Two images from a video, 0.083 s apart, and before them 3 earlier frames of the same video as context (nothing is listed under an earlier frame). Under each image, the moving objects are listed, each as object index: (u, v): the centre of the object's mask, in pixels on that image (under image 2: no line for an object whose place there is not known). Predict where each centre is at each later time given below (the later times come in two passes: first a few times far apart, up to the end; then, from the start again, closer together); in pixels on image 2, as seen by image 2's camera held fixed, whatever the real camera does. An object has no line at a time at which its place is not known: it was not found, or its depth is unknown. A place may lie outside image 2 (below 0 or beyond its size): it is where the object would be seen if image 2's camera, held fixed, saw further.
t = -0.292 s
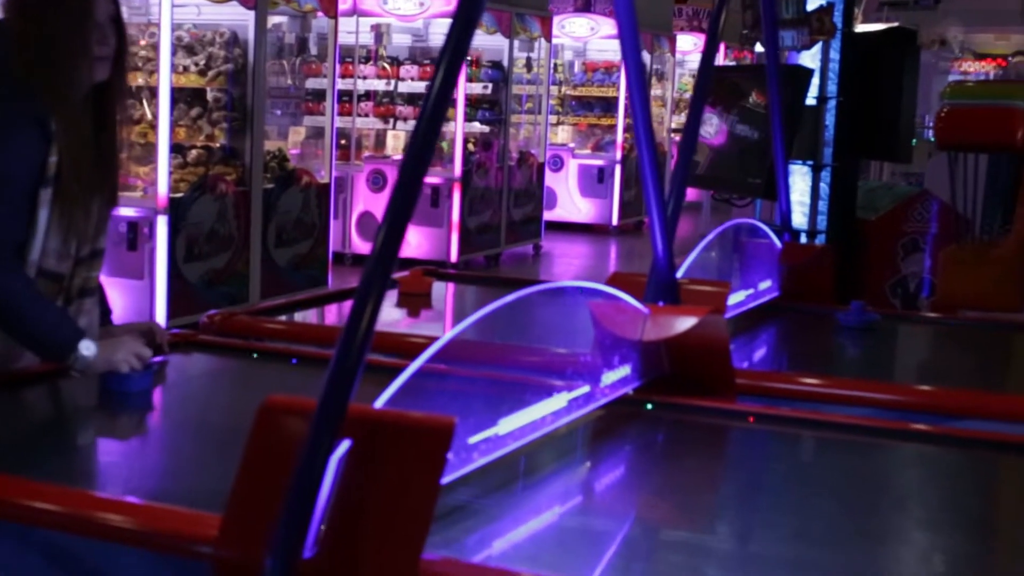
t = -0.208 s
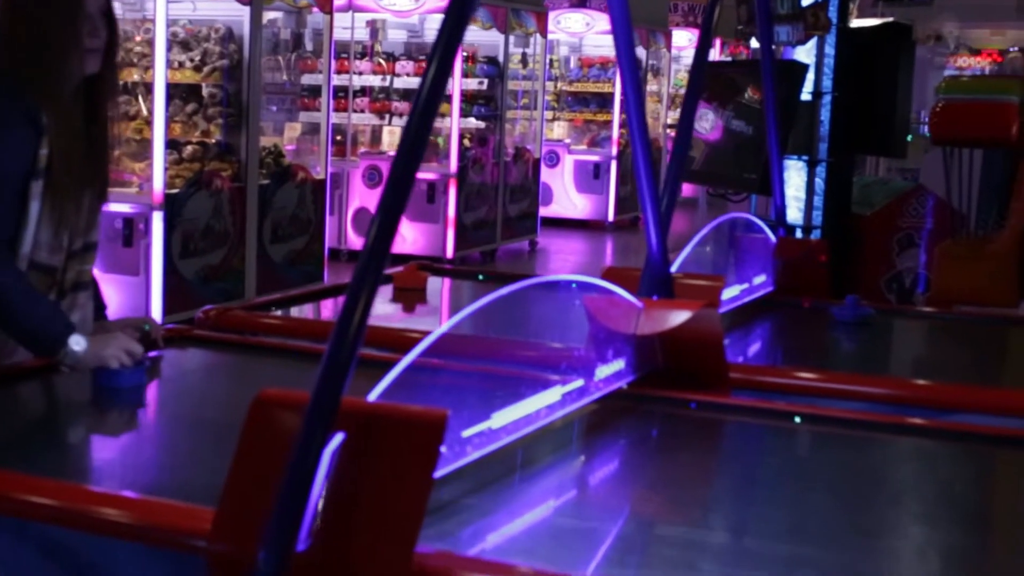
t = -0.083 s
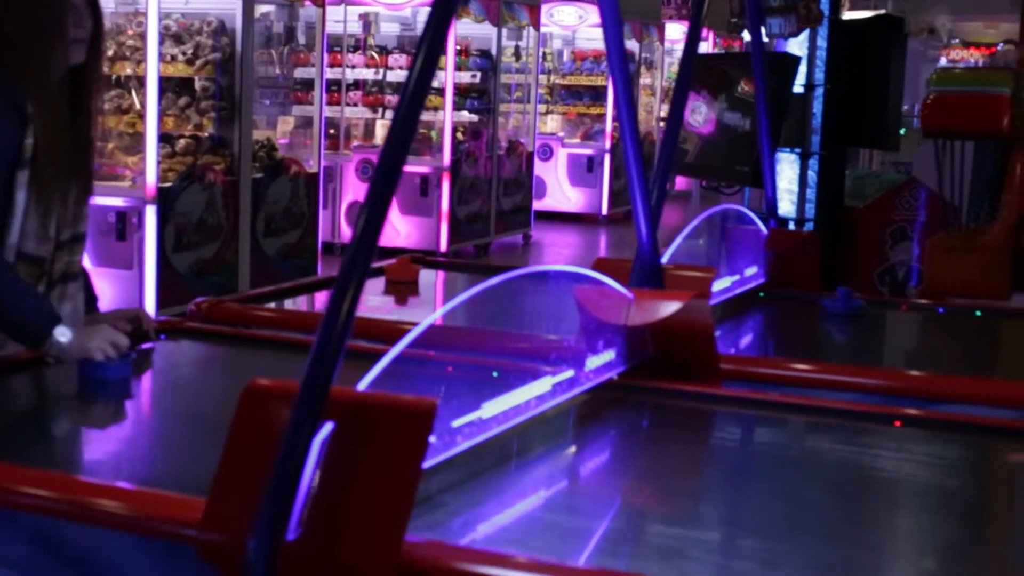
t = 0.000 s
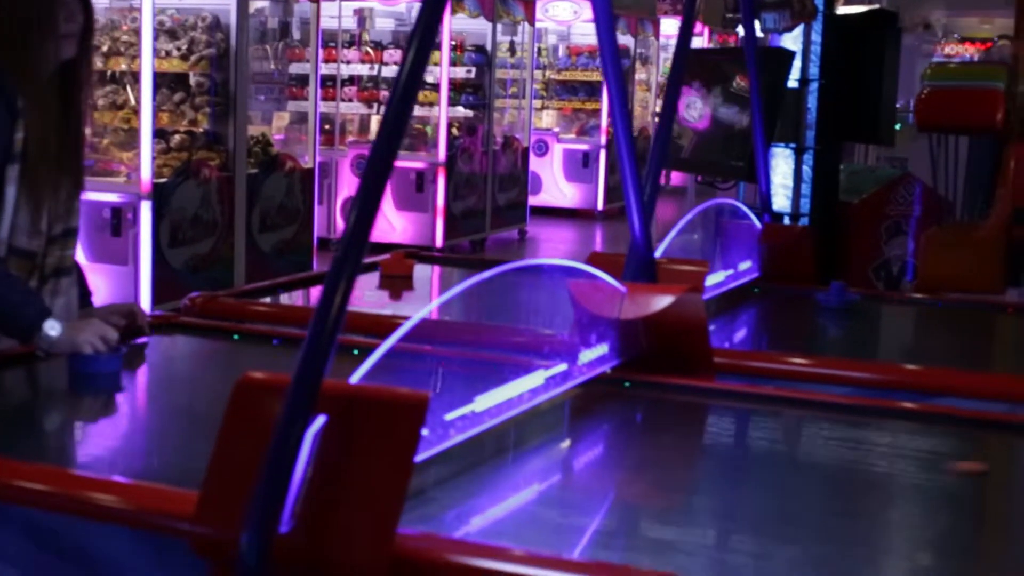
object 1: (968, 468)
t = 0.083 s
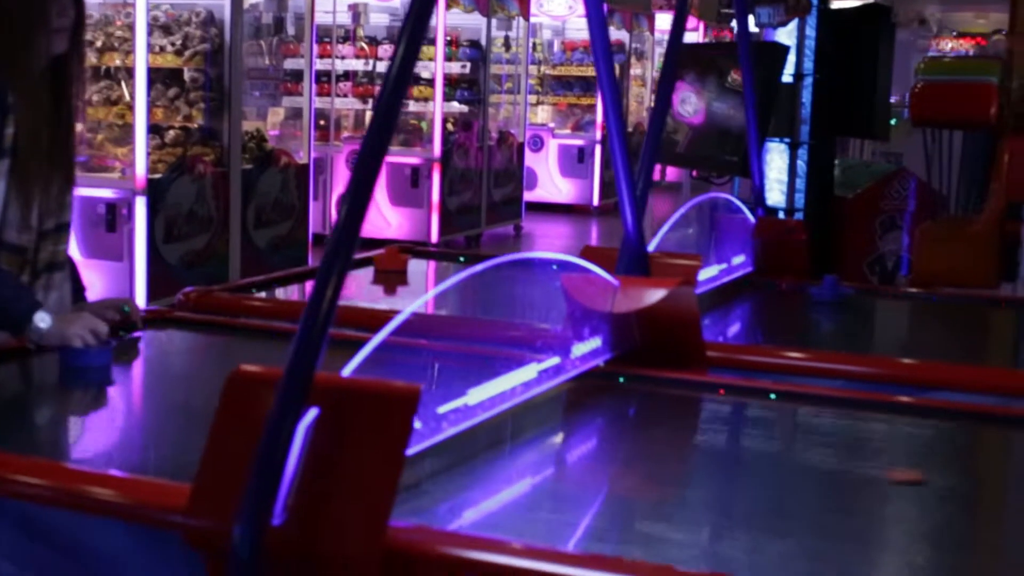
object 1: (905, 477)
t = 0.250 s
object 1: (772, 512)
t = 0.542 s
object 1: (576, 539)
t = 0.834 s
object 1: (554, 487)
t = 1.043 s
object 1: (542, 453)
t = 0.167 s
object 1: (839, 495)
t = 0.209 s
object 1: (806, 504)
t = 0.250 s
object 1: (772, 512)
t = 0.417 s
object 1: (611, 551)
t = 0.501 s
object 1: (583, 545)
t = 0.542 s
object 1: (576, 539)
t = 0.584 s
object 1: (572, 531)
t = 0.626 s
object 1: (568, 523)
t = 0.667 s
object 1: (565, 516)
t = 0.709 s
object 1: (562, 508)
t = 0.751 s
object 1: (559, 501)
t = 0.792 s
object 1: (556, 493)
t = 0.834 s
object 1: (554, 487)
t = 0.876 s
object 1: (552, 480)
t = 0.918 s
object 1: (549, 473)
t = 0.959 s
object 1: (546, 465)
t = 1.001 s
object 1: (543, 459)
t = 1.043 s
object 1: (542, 453)
